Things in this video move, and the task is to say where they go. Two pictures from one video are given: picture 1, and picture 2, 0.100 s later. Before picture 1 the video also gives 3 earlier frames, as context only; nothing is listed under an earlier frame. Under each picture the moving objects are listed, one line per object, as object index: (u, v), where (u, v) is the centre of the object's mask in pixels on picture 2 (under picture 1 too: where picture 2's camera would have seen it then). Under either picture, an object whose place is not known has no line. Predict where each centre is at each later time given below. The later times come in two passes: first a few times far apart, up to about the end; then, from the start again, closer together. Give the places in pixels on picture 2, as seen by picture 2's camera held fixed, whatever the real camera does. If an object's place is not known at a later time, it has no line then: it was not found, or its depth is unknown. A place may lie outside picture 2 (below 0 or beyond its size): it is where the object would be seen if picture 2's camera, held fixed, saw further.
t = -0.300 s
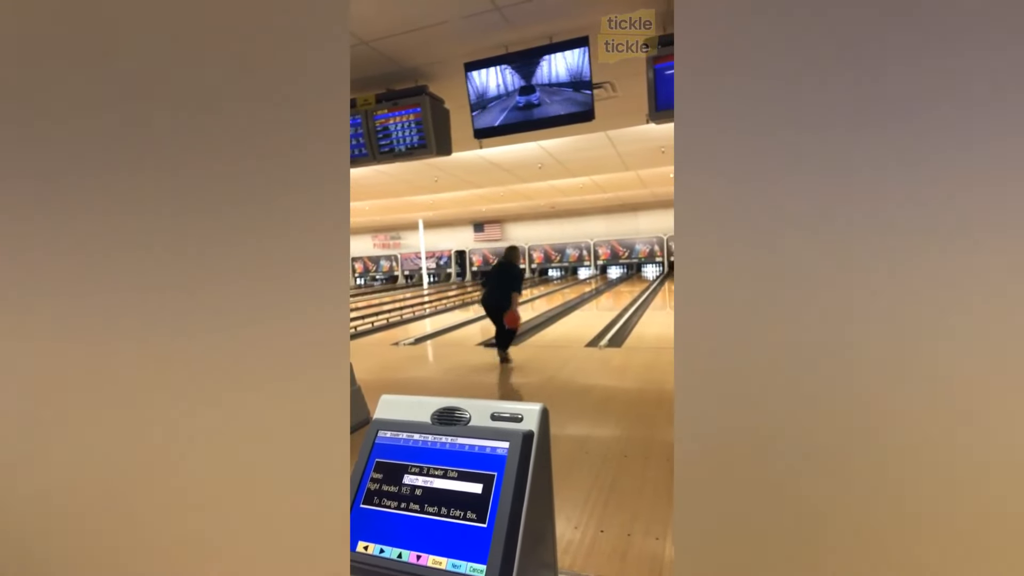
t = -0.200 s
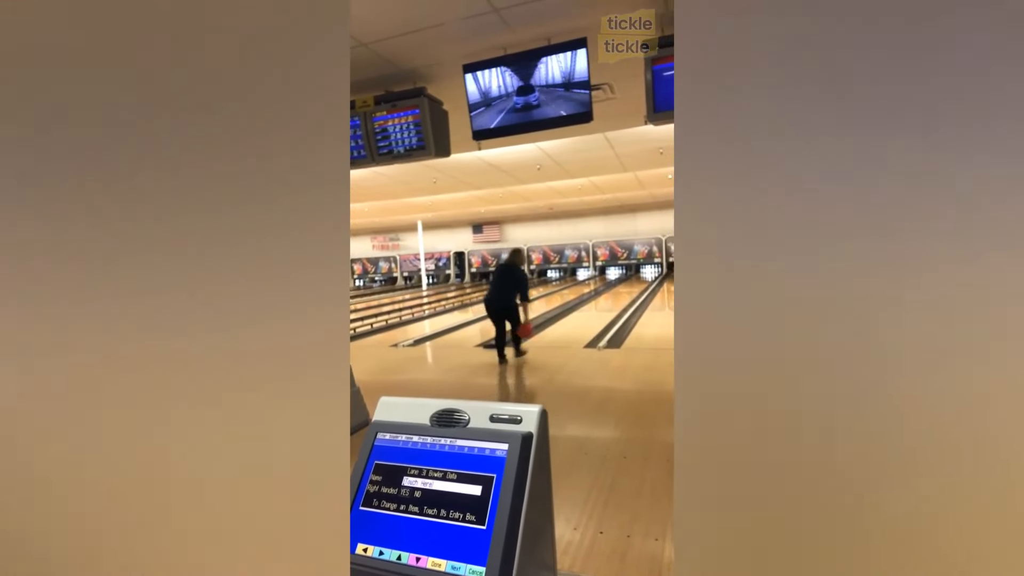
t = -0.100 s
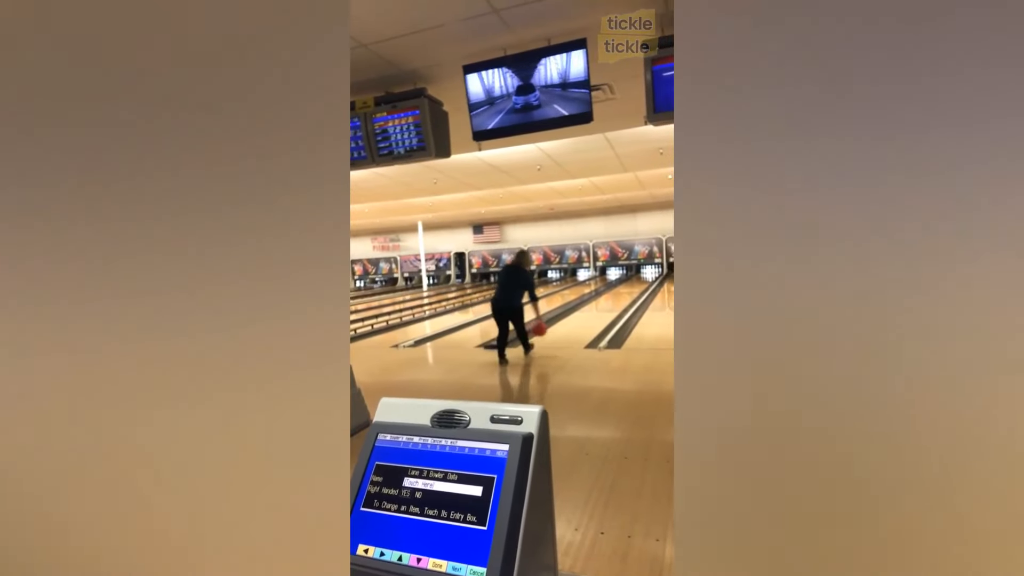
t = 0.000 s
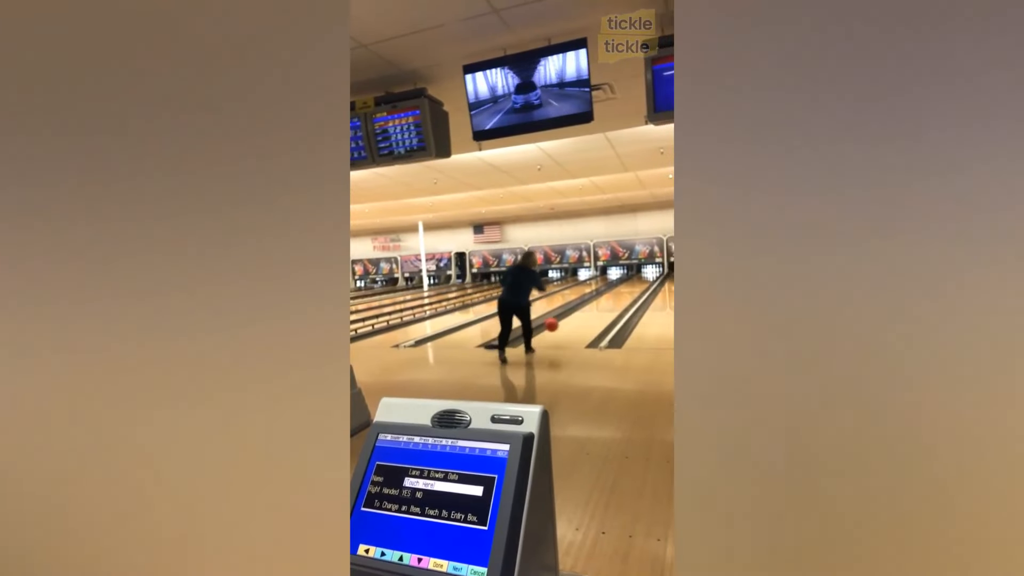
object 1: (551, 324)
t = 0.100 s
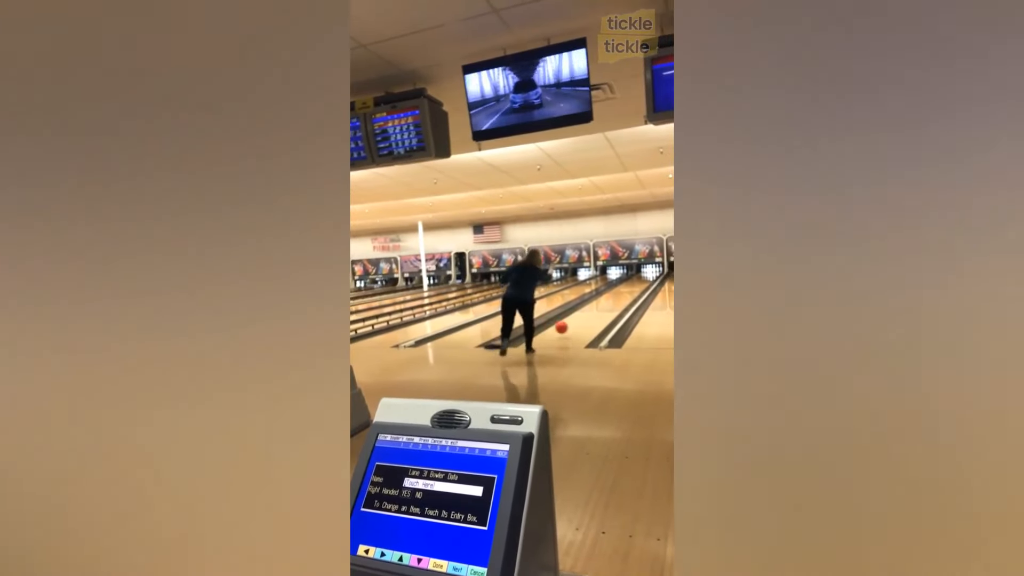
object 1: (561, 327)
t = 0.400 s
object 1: (583, 315)
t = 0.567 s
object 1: (591, 308)
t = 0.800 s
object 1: (600, 301)
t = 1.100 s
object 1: (610, 294)
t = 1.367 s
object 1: (616, 288)
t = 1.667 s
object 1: (622, 284)
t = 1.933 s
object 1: (626, 280)
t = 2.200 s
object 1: (629, 277)
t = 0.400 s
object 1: (583, 315)
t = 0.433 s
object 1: (584, 314)
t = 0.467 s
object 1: (586, 312)
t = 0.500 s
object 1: (588, 311)
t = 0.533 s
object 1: (589, 310)
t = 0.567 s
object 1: (591, 308)
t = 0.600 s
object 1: (592, 307)
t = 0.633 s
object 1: (594, 306)
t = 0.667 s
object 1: (595, 305)
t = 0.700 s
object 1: (597, 304)
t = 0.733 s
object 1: (598, 303)
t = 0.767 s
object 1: (599, 302)
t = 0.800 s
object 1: (600, 301)
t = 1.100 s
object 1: (610, 294)
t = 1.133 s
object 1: (611, 293)
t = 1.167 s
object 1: (611, 292)
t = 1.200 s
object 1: (612, 292)
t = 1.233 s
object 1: (614, 291)
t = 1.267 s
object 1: (614, 290)
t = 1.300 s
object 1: (615, 290)
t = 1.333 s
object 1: (616, 289)
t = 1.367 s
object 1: (616, 288)
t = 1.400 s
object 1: (617, 288)
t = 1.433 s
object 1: (618, 287)
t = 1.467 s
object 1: (619, 287)
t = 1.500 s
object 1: (619, 286)
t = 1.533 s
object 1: (620, 286)
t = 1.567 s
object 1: (621, 285)
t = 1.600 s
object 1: (621, 285)
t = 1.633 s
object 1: (621, 284)
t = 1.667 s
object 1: (622, 284)
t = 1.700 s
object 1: (623, 283)
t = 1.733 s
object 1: (623, 283)
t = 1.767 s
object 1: (624, 282)
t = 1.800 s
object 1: (624, 281)
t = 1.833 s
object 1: (624, 281)
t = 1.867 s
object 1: (625, 281)
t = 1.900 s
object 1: (626, 281)
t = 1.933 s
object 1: (626, 280)
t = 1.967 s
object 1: (627, 280)
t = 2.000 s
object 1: (627, 280)
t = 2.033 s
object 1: (627, 279)
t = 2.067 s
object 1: (628, 279)
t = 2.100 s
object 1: (628, 278)
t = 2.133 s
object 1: (628, 278)
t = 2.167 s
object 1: (629, 278)
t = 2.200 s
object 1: (629, 277)
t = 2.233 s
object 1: (629, 278)
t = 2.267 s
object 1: (630, 277)
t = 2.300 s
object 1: (631, 277)
